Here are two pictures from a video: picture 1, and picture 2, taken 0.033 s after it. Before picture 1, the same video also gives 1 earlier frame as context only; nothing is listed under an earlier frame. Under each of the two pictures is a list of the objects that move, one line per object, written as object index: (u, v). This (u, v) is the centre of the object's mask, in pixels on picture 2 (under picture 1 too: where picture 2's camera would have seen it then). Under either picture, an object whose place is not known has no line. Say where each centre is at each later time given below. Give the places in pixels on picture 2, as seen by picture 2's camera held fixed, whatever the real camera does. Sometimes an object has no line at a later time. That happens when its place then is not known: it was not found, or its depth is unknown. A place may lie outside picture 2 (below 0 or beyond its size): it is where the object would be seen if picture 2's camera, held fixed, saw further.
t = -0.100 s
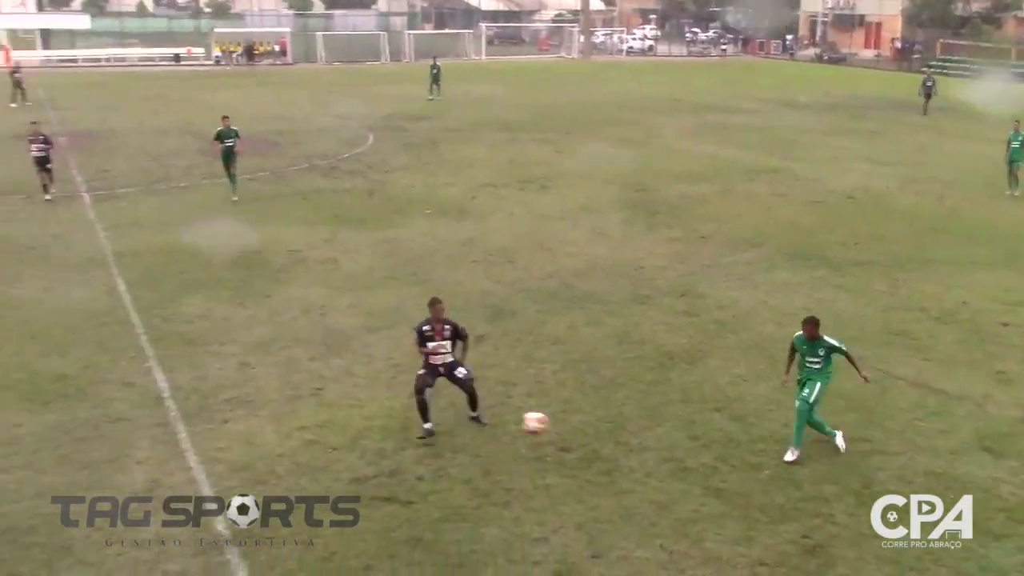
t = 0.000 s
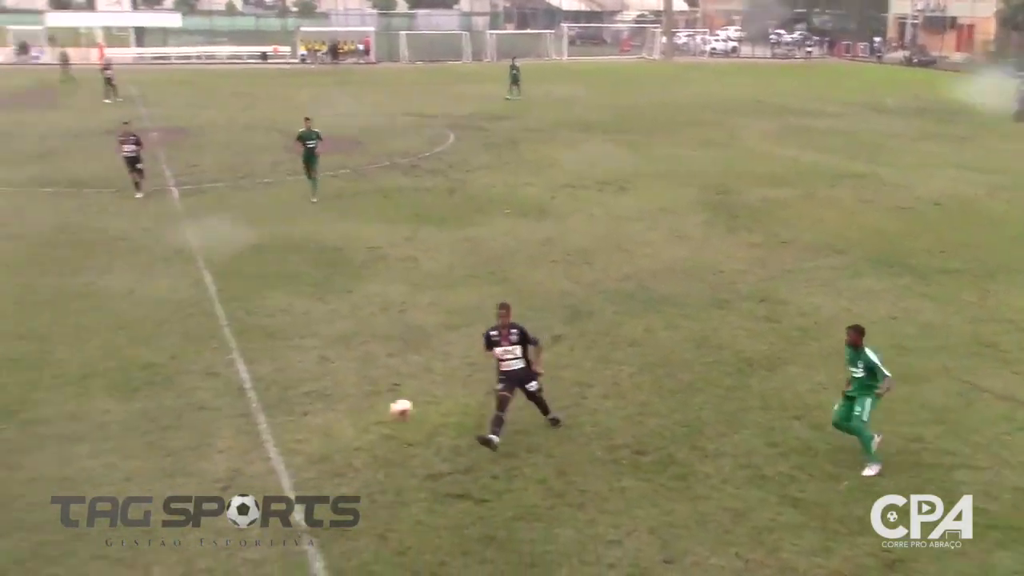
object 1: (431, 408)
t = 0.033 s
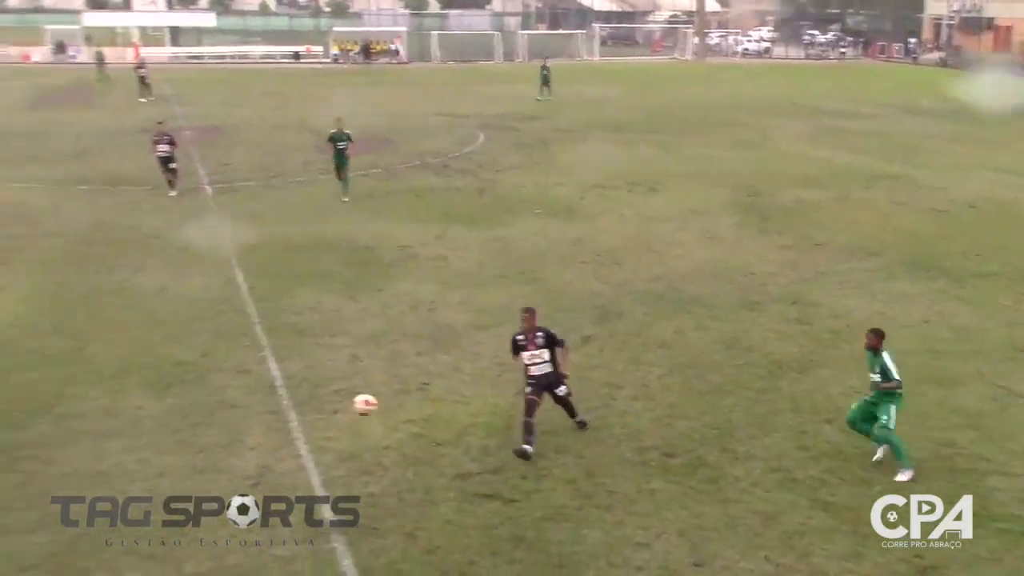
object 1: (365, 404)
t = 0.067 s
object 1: (300, 401)
